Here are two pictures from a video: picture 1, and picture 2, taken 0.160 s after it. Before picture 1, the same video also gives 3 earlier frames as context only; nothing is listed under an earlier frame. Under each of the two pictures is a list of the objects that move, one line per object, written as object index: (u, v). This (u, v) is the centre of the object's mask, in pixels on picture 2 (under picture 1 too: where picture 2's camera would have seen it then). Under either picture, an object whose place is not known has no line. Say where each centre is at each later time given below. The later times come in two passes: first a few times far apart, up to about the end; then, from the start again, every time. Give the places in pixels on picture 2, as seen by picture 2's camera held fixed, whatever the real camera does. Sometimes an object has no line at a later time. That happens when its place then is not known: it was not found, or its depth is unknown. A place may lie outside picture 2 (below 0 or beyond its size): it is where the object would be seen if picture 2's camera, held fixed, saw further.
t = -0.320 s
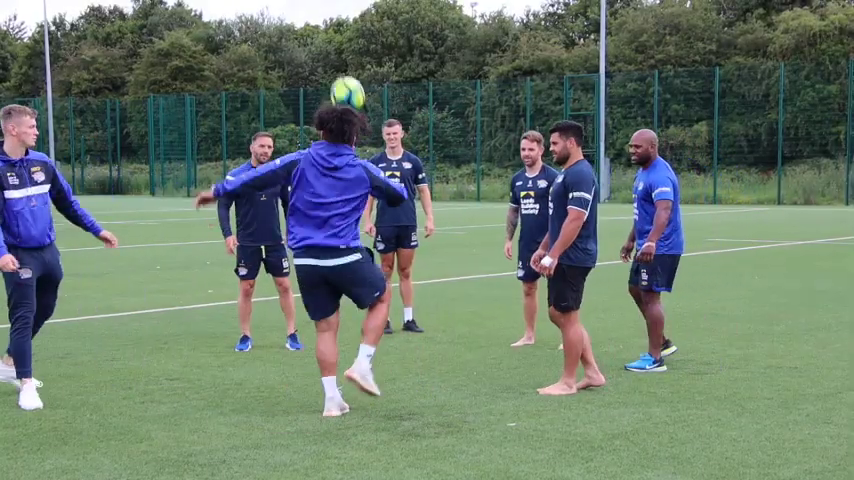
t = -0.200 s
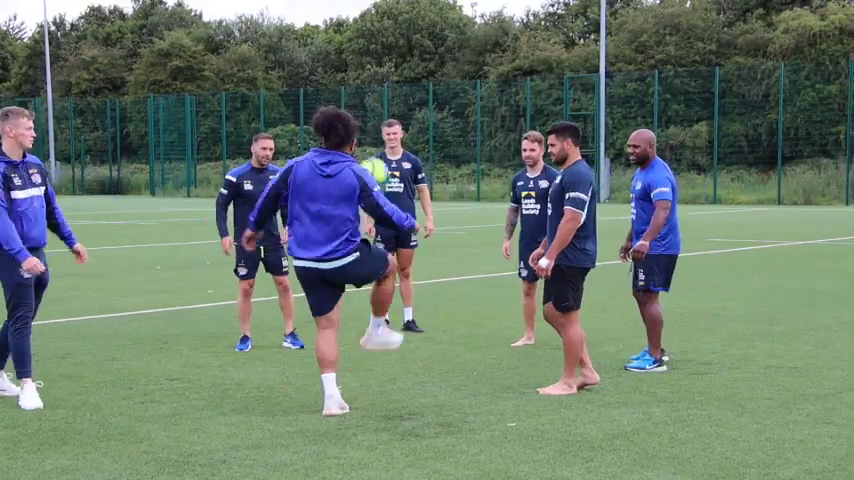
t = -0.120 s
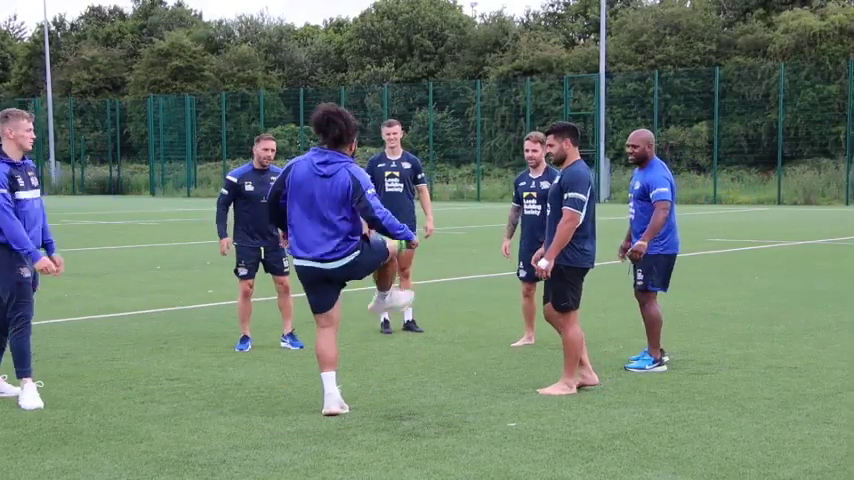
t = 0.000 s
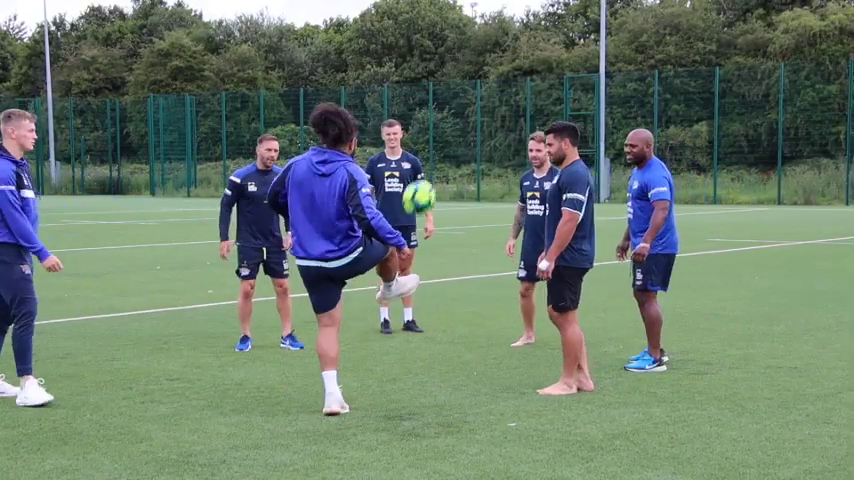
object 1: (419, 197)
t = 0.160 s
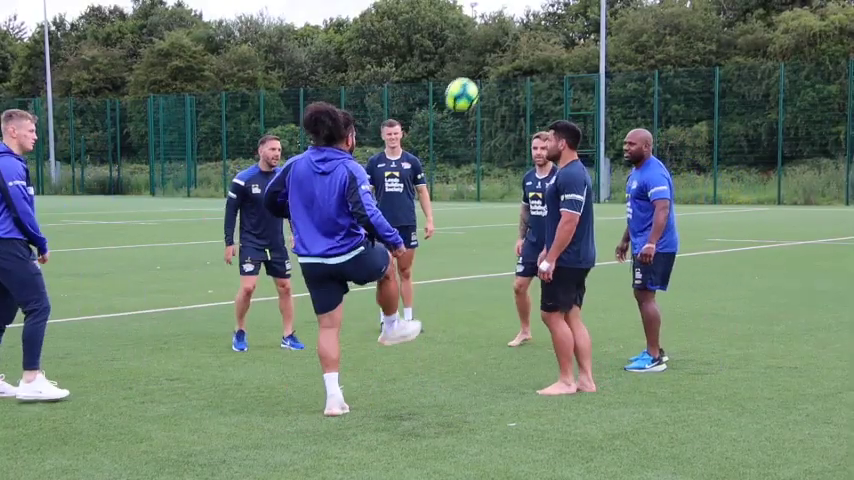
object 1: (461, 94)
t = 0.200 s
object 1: (472, 75)
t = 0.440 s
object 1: (533, 11)
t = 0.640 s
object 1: (581, 15)
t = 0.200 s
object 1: (472, 75)
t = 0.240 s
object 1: (482, 57)
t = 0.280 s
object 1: (492, 42)
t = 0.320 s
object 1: (502, 31)
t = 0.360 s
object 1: (512, 21)
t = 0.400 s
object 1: (523, 14)
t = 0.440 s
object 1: (533, 11)
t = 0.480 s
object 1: (543, 8)
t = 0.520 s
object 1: (553, 8)
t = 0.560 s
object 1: (561, 9)
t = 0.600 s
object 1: (572, 11)
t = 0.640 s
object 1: (581, 15)
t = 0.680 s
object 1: (589, 23)
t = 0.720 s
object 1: (599, 33)
